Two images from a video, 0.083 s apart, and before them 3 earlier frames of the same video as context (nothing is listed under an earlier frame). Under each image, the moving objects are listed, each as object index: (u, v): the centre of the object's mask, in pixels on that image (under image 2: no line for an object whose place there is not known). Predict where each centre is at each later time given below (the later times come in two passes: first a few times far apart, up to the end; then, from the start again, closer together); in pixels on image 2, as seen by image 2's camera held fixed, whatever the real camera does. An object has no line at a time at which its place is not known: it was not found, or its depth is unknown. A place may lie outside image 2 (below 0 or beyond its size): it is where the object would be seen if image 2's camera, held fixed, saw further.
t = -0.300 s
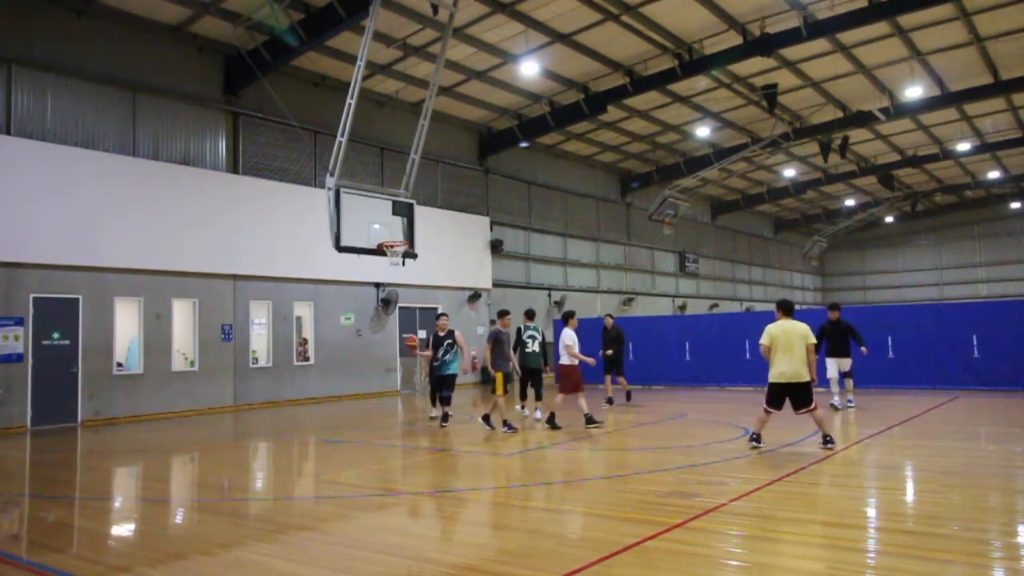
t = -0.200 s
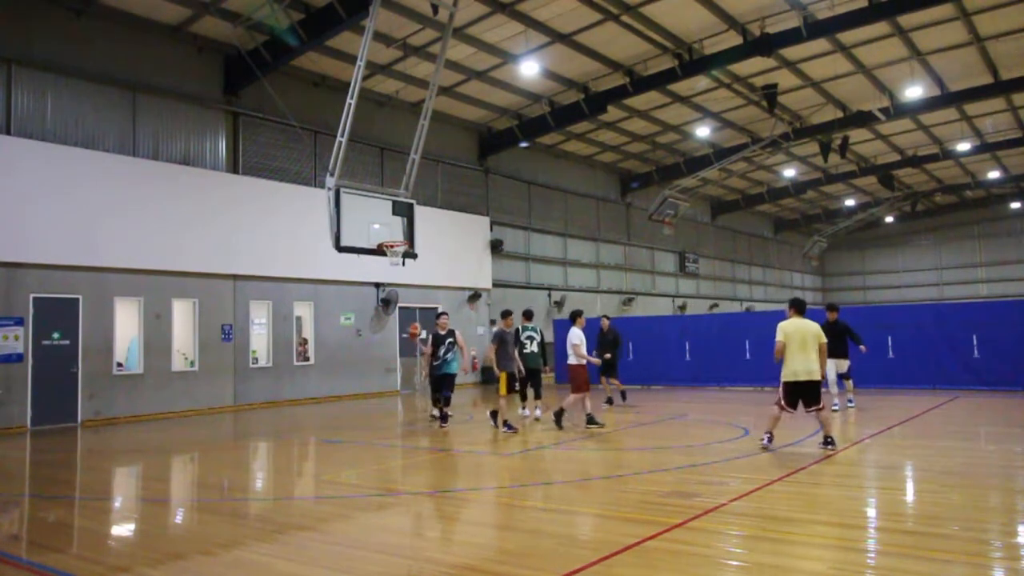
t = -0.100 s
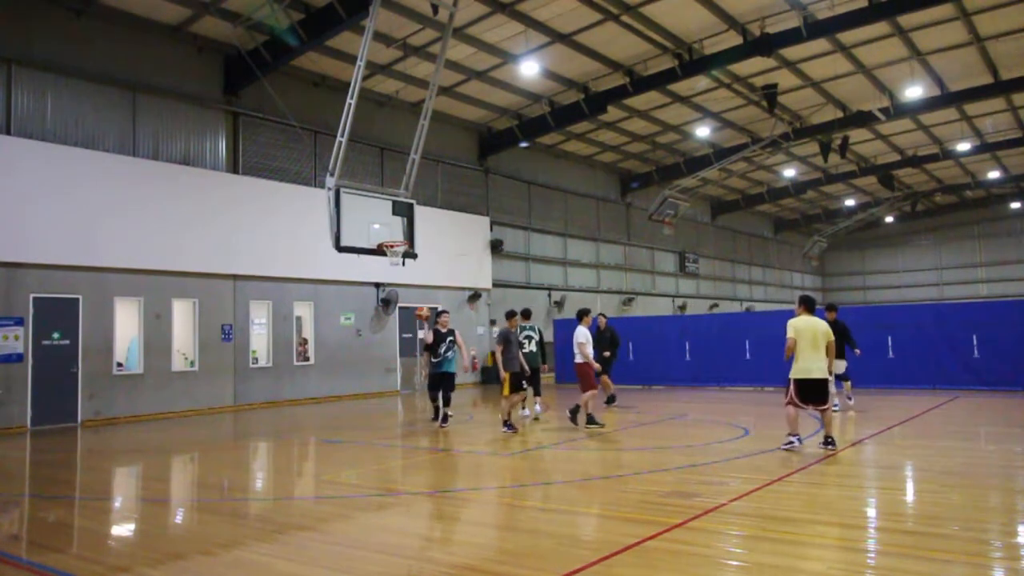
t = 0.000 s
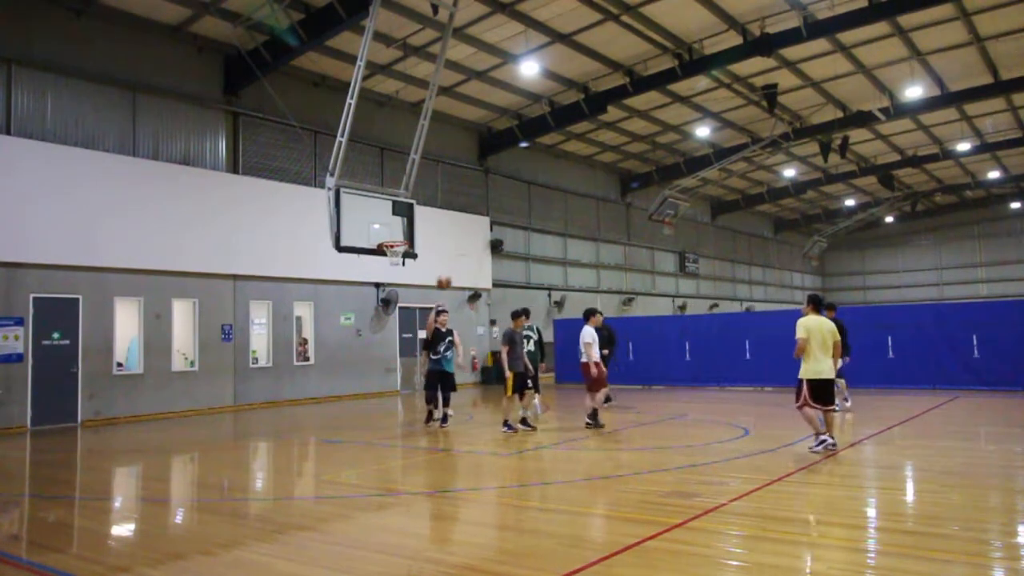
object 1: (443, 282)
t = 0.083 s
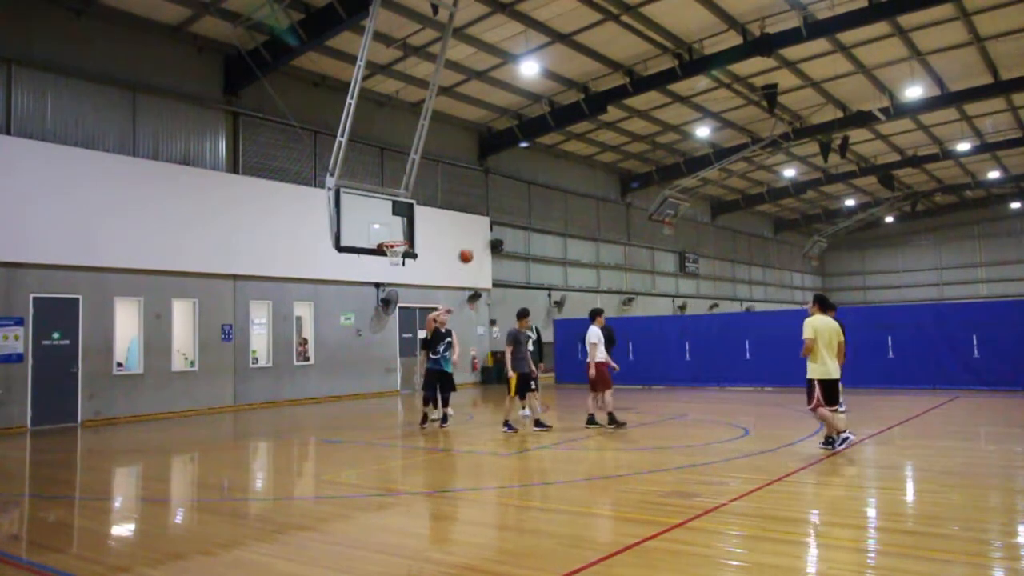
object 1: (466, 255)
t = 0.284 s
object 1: (521, 205)
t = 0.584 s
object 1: (614, 177)
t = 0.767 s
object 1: (679, 189)
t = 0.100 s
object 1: (470, 250)
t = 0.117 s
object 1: (474, 246)
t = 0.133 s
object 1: (479, 241)
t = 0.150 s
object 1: (483, 237)
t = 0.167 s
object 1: (488, 232)
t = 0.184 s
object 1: (492, 228)
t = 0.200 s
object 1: (497, 223)
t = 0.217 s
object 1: (502, 220)
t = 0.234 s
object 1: (507, 216)
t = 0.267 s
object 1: (516, 208)
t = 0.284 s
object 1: (521, 205)
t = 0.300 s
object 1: (525, 202)
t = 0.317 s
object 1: (530, 199)
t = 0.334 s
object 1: (535, 196)
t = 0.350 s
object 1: (540, 192)
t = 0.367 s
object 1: (545, 190)
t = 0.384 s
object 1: (550, 187)
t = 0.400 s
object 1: (554, 185)
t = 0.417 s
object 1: (557, 182)
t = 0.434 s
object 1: (562, 181)
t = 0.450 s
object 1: (568, 181)
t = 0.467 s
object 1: (573, 180)
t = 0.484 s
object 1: (579, 179)
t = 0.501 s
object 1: (585, 178)
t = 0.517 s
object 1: (592, 179)
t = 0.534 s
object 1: (598, 178)
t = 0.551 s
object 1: (603, 178)
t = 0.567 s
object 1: (609, 178)
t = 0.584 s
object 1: (614, 177)
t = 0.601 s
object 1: (620, 178)
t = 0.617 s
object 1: (626, 178)
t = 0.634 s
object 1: (631, 178)
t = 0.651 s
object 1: (637, 179)
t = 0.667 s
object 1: (643, 179)
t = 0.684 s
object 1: (649, 181)
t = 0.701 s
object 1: (655, 182)
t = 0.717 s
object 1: (661, 184)
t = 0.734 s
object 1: (667, 186)
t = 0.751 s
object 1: (672, 188)
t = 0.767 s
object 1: (679, 189)
